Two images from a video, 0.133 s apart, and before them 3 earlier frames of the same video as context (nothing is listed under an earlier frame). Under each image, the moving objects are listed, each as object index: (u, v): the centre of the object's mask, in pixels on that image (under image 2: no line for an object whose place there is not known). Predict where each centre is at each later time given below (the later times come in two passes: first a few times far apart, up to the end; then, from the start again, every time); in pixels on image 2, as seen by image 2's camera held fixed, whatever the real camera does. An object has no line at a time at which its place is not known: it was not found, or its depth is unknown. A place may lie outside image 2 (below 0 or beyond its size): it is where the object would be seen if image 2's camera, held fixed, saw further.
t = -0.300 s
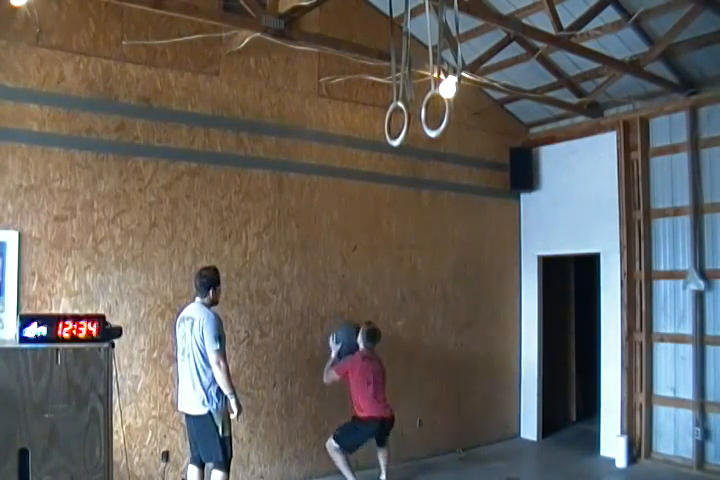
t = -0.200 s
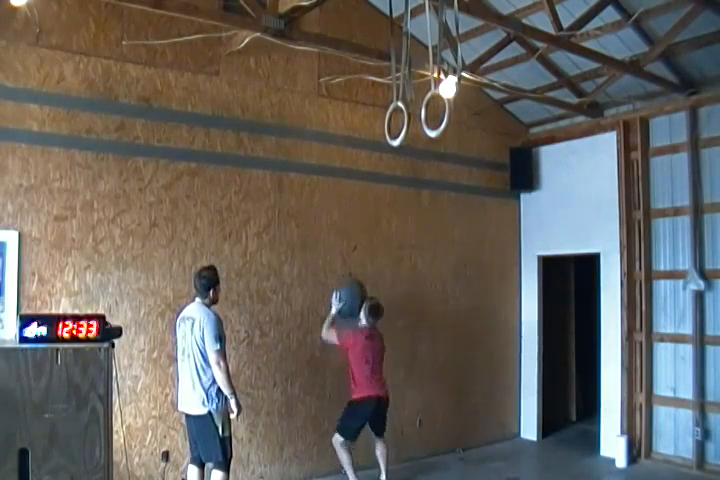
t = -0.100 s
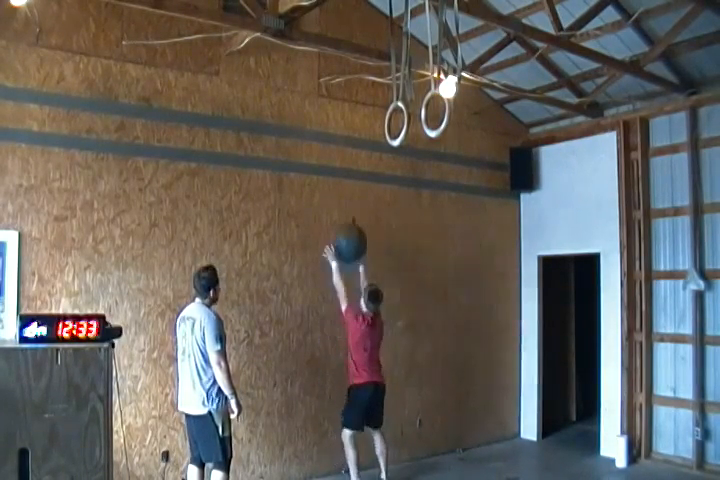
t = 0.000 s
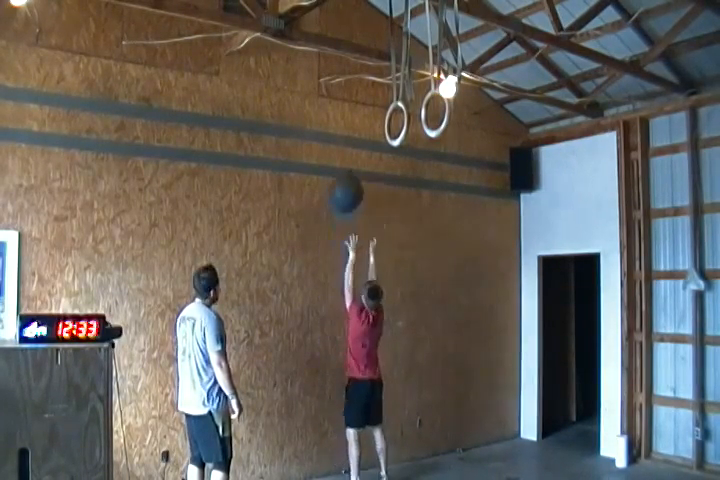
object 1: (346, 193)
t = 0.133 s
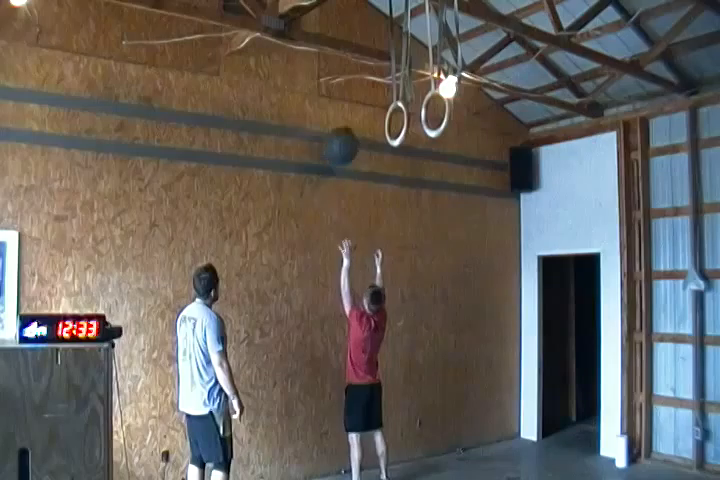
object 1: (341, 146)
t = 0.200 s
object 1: (338, 131)
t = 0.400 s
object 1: (334, 115)
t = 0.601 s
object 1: (338, 141)
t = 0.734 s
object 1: (341, 182)
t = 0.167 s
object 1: (339, 138)
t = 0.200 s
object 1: (338, 131)
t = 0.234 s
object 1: (337, 125)
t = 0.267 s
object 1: (335, 121)
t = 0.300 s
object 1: (334, 118)
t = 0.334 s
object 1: (334, 116)
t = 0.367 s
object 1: (334, 115)
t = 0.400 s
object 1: (334, 115)
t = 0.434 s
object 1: (335, 116)
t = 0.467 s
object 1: (335, 118)
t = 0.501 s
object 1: (336, 122)
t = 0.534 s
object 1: (336, 127)
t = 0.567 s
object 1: (337, 133)
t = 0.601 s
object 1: (338, 141)
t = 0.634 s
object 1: (339, 148)
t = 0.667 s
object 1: (339, 159)
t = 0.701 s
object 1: (340, 169)
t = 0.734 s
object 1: (341, 182)
